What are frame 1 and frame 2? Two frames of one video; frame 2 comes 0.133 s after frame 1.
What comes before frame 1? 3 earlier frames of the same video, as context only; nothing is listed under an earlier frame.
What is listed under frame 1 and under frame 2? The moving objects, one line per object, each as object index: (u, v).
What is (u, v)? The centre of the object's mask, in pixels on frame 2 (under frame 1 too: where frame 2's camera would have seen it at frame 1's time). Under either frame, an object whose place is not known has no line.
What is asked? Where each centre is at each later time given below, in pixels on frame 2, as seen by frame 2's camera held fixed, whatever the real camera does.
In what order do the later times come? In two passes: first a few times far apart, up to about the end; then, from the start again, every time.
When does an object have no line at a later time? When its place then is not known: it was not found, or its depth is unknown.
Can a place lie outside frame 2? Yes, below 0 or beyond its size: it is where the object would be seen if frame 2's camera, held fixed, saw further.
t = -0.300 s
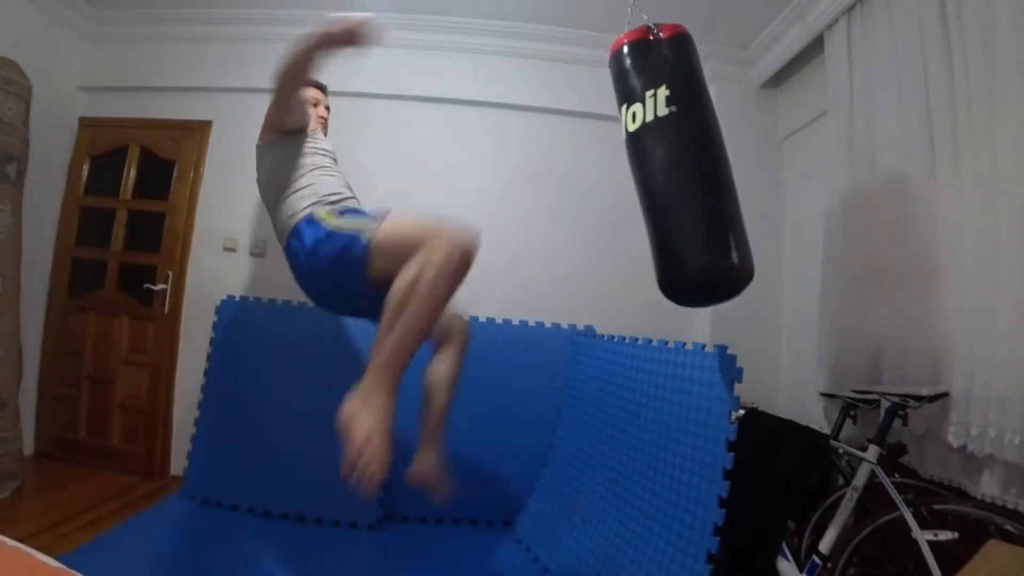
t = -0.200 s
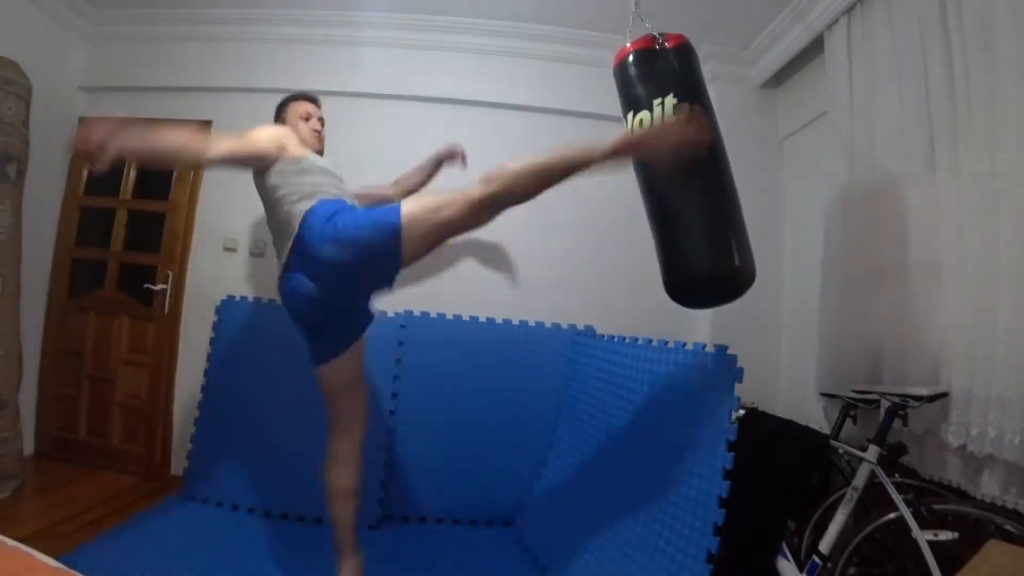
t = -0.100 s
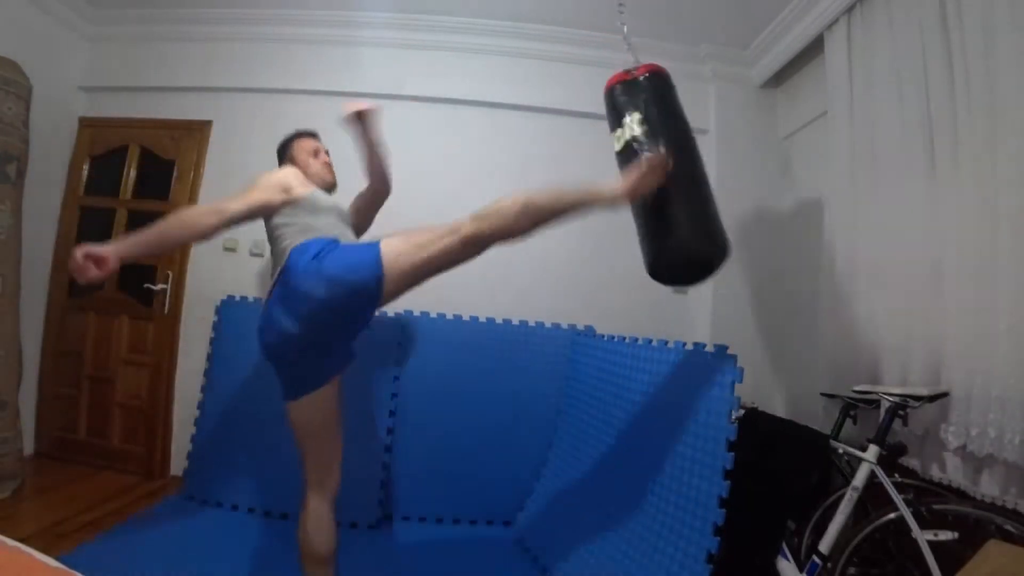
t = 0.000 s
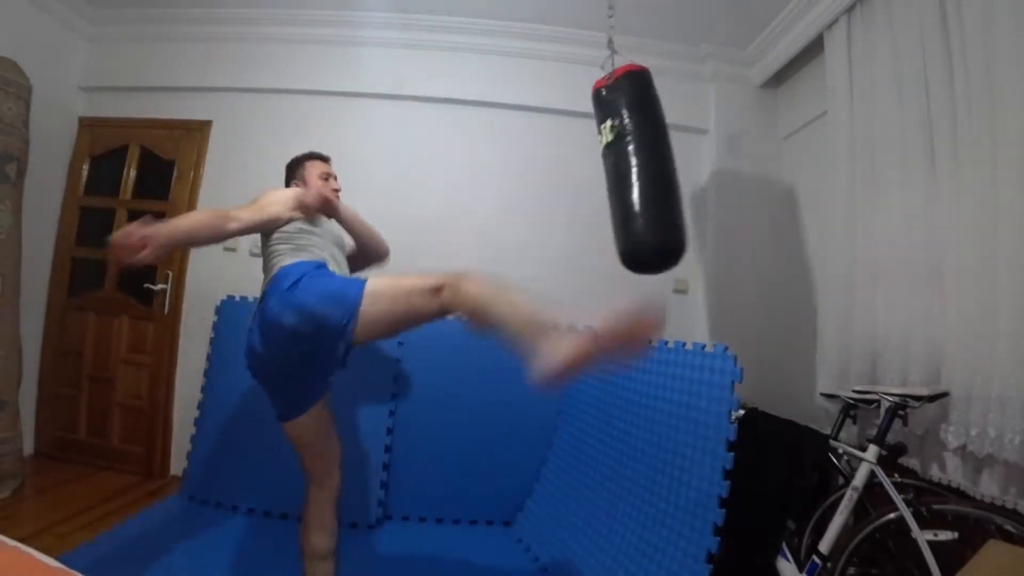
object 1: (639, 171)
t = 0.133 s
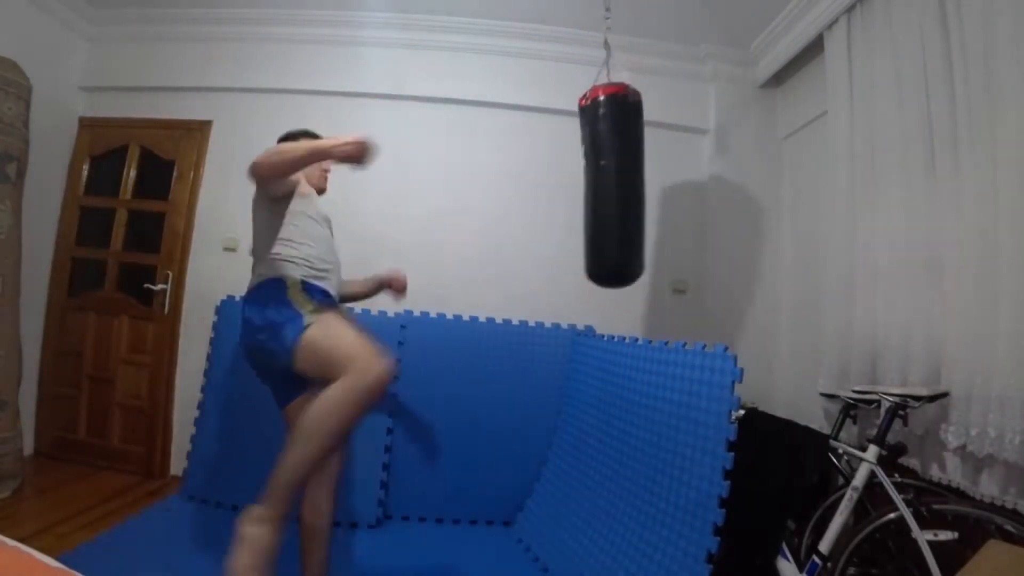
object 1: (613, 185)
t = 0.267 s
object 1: (591, 169)
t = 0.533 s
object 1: (541, 171)
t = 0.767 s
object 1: (520, 177)
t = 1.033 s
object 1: (535, 138)
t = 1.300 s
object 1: (646, 97)
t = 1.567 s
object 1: (772, 105)
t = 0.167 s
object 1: (607, 188)
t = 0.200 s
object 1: (597, 193)
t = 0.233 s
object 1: (596, 176)
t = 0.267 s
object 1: (591, 169)
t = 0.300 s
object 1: (584, 164)
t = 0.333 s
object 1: (578, 160)
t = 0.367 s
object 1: (572, 158)
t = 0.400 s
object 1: (567, 156)
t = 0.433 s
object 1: (560, 158)
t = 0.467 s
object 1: (553, 161)
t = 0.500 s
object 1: (548, 165)
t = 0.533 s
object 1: (541, 171)
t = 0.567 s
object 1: (535, 179)
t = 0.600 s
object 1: (530, 184)
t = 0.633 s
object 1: (526, 186)
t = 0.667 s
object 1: (525, 181)
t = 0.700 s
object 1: (524, 178)
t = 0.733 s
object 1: (522, 177)
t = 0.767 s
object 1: (520, 177)
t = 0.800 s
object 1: (518, 178)
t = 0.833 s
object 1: (517, 178)
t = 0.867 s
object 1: (516, 179)
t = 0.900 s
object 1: (516, 175)
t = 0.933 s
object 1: (519, 166)
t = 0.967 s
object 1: (524, 152)
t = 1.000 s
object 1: (529, 142)
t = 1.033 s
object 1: (535, 138)
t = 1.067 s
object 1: (541, 137)
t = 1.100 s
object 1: (550, 138)
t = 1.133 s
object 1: (559, 139)
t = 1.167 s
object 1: (572, 138)
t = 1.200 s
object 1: (586, 129)
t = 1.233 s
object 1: (603, 117)
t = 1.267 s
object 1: (623, 106)
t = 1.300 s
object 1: (646, 97)
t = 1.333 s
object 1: (670, 88)
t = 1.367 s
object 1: (693, 82)
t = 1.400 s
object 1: (716, 80)
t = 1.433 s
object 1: (736, 83)
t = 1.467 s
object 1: (753, 90)
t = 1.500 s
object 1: (768, 100)
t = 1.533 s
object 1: (771, 103)
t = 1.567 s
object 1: (772, 105)
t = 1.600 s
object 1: (771, 109)
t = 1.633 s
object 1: (770, 114)
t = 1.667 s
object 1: (767, 119)
